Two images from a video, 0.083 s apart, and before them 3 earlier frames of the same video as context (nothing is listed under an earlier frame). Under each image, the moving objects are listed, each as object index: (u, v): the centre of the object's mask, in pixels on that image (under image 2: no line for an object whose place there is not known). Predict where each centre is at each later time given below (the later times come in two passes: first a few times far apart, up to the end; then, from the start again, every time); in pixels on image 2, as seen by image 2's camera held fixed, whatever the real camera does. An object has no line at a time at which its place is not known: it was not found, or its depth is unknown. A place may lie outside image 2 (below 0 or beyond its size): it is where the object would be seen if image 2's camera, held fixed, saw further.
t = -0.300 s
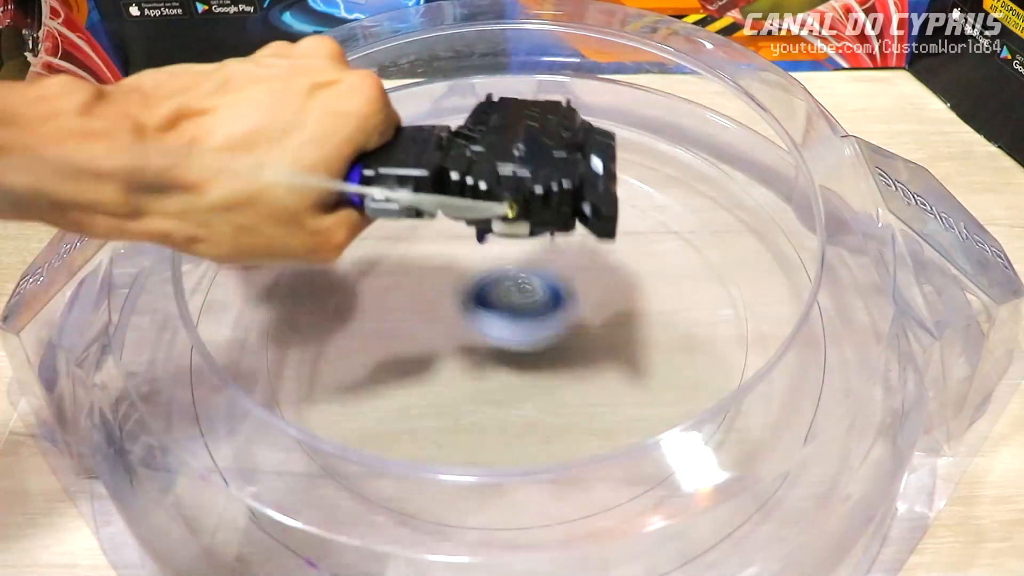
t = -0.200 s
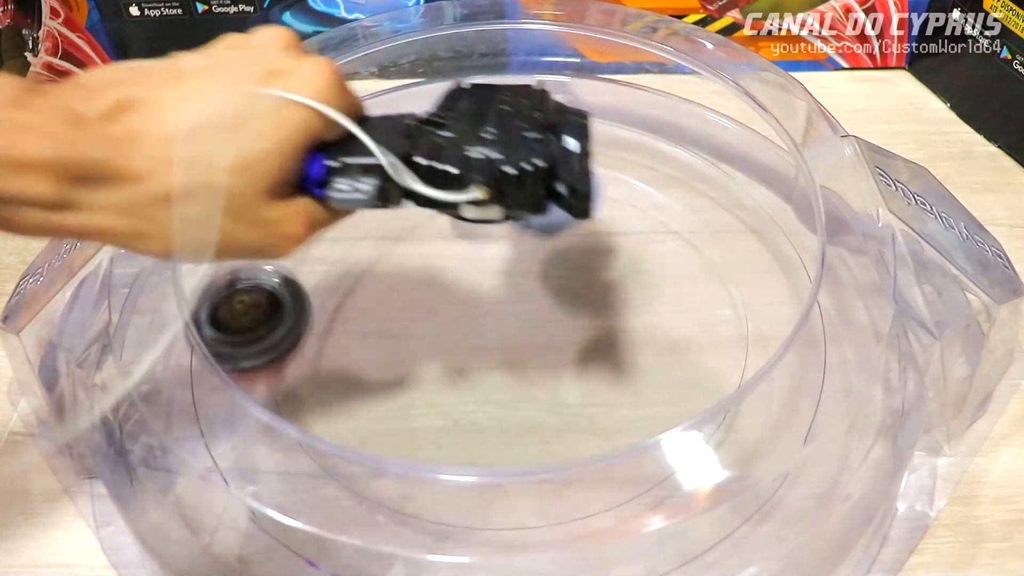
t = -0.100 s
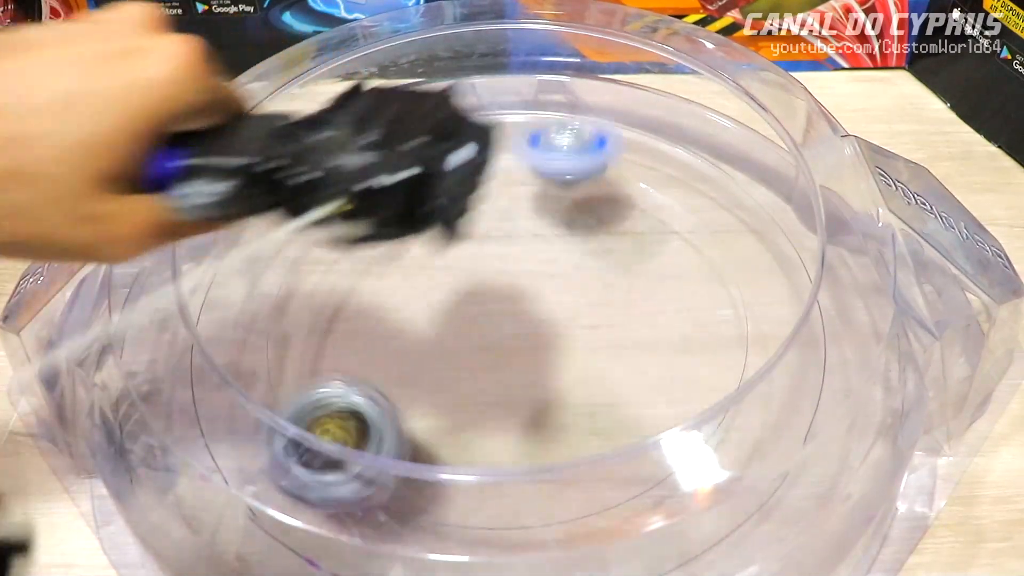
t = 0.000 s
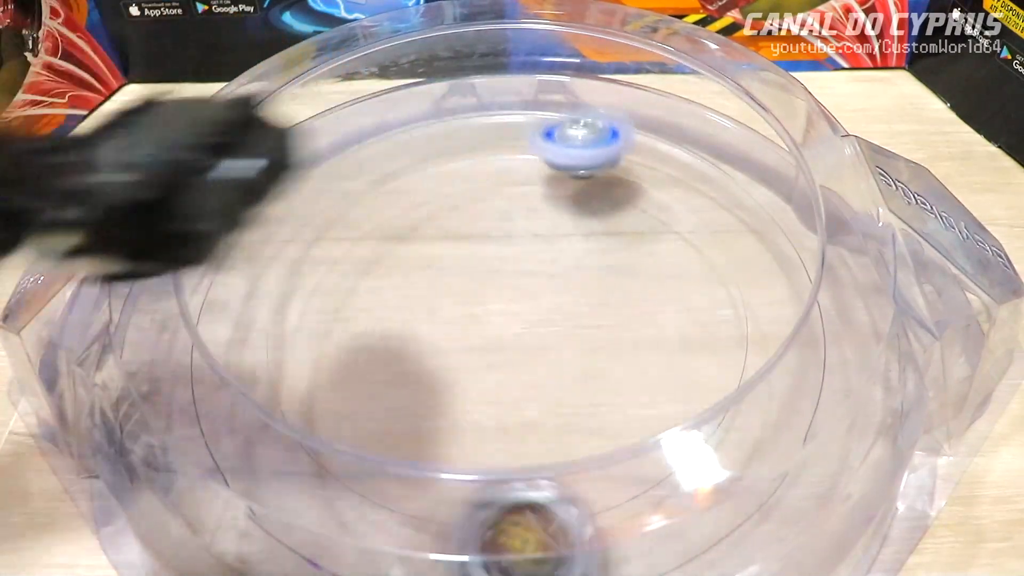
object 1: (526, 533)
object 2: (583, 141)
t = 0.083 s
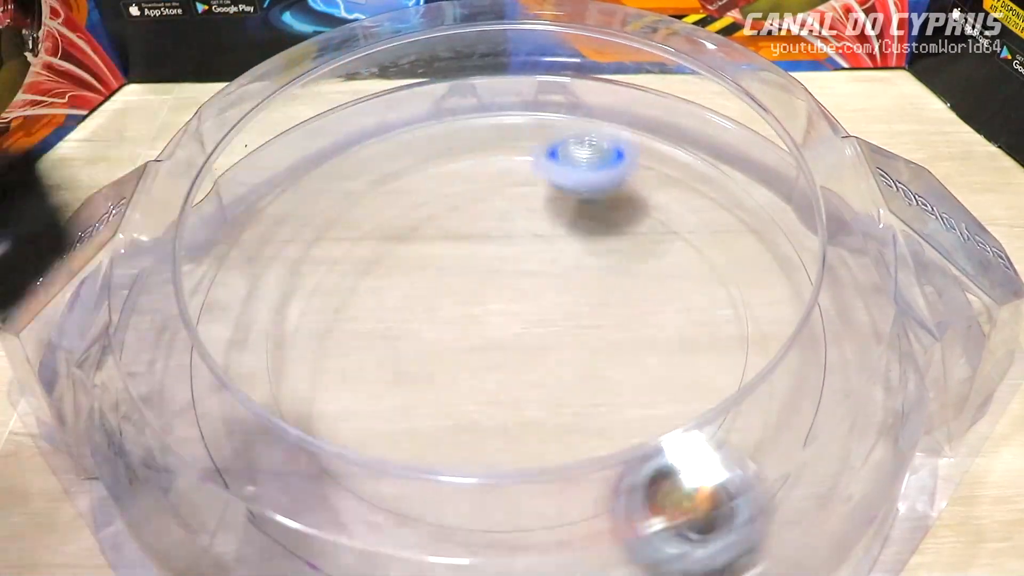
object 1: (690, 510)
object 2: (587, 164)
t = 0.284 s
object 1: (799, 228)
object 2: (591, 307)
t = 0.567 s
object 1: (356, 116)
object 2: (452, 467)
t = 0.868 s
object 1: (521, 540)
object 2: (473, 228)
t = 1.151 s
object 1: (893, 225)
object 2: (578, 75)
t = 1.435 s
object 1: (957, 237)
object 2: (210, 358)
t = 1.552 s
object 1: (957, 248)
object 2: (332, 505)
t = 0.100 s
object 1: (716, 494)
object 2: (590, 169)
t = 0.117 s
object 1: (742, 476)
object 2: (590, 174)
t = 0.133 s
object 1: (772, 454)
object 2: (592, 182)
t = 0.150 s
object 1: (786, 433)
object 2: (593, 195)
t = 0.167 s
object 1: (798, 409)
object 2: (595, 206)
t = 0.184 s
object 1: (808, 383)
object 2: (595, 217)
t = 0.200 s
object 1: (814, 354)
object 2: (594, 232)
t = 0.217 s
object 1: (821, 332)
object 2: (595, 247)
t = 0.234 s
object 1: (821, 302)
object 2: (596, 260)
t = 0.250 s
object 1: (813, 275)
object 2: (595, 277)
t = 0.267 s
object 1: (810, 253)
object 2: (592, 292)
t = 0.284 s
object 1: (799, 228)
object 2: (591, 307)
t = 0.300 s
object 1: (783, 200)
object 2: (587, 323)
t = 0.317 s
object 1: (764, 186)
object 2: (584, 339)
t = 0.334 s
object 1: (746, 168)
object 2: (579, 353)
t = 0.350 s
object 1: (723, 148)
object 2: (574, 367)
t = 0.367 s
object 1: (702, 133)
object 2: (569, 380)
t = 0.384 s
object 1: (679, 120)
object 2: (563, 394)
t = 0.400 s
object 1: (654, 108)
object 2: (557, 407)
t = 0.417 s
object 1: (622, 101)
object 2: (551, 417)
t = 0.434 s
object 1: (596, 95)
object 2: (542, 427)
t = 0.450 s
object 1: (565, 88)
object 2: (533, 441)
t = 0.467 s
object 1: (536, 84)
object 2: (525, 451)
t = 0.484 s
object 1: (505, 83)
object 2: (513, 458)
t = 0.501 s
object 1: (477, 85)
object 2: (503, 464)
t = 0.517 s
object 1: (448, 90)
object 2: (490, 469)
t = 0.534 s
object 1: (418, 95)
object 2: (476, 470)
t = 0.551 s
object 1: (387, 103)
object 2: (464, 469)
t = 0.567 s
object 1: (356, 116)
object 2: (452, 467)
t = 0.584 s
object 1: (326, 132)
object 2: (440, 462)
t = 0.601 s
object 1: (300, 149)
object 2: (430, 455)
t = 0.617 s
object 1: (271, 170)
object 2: (420, 447)
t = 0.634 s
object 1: (251, 192)
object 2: (410, 436)
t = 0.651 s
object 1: (232, 216)
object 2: (405, 421)
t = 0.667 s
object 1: (213, 243)
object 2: (399, 412)
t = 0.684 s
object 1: (199, 273)
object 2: (397, 400)
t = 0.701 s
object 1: (190, 303)
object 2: (395, 385)
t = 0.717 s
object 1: (187, 340)
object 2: (396, 369)
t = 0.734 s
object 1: (194, 374)
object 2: (397, 353)
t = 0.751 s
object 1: (205, 413)
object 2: (402, 338)
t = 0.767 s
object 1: (228, 448)
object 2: (409, 321)
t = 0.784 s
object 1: (266, 485)
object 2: (417, 304)
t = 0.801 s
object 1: (298, 513)
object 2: (426, 288)
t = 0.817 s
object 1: (353, 529)
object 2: (437, 271)
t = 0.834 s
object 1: (401, 536)
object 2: (448, 256)
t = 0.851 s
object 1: (456, 539)
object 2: (462, 241)
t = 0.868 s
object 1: (521, 540)
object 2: (473, 228)
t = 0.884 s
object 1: (576, 536)
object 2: (488, 214)
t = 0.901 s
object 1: (632, 530)
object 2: (501, 204)
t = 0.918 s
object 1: (683, 515)
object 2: (516, 192)
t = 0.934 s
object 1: (722, 492)
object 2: (531, 182)
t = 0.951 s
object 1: (760, 461)
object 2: (545, 174)
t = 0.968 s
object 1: (782, 429)
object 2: (560, 167)
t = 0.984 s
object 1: (802, 394)
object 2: (576, 158)
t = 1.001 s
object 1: (811, 360)
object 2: (591, 154)
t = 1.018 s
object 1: (820, 327)
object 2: (606, 148)
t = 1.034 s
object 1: (818, 293)
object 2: (621, 146)
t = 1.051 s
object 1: (812, 260)
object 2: (636, 144)
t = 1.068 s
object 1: (803, 233)
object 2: (649, 146)
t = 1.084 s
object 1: (788, 208)
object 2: (665, 145)
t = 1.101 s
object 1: (768, 187)
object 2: (676, 143)
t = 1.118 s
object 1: (810, 190)
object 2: (649, 119)
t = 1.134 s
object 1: (846, 202)
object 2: (615, 83)
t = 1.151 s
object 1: (893, 225)
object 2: (578, 75)
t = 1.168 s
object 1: (920, 237)
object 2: (539, 79)
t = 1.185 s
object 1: (941, 258)
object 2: (497, 82)
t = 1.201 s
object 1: (952, 275)
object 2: (458, 82)
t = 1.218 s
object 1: (958, 276)
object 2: (423, 82)
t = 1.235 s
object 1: (962, 269)
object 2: (391, 85)
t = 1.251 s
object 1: (958, 265)
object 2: (359, 102)
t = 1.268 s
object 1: (949, 262)
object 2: (326, 121)
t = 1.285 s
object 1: (953, 252)
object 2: (294, 138)
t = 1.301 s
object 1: (947, 250)
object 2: (274, 157)
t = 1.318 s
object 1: (950, 238)
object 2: (265, 179)
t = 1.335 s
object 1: (950, 232)
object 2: (256, 205)
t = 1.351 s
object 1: (949, 227)
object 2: (247, 226)
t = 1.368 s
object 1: (948, 225)
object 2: (241, 248)
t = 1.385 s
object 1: (948, 225)
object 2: (232, 276)
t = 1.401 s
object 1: (950, 225)
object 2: (223, 306)
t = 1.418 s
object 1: (953, 230)
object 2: (212, 331)
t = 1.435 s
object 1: (957, 237)
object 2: (210, 358)
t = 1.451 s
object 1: (959, 244)
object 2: (220, 381)
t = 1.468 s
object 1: (960, 249)
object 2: (233, 407)
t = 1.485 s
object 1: (961, 252)
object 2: (250, 426)
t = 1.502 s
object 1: (962, 253)
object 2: (268, 451)
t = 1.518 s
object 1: (962, 249)
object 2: (287, 471)
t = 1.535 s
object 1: (959, 246)
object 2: (306, 492)
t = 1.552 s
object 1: (957, 248)
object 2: (332, 505)
